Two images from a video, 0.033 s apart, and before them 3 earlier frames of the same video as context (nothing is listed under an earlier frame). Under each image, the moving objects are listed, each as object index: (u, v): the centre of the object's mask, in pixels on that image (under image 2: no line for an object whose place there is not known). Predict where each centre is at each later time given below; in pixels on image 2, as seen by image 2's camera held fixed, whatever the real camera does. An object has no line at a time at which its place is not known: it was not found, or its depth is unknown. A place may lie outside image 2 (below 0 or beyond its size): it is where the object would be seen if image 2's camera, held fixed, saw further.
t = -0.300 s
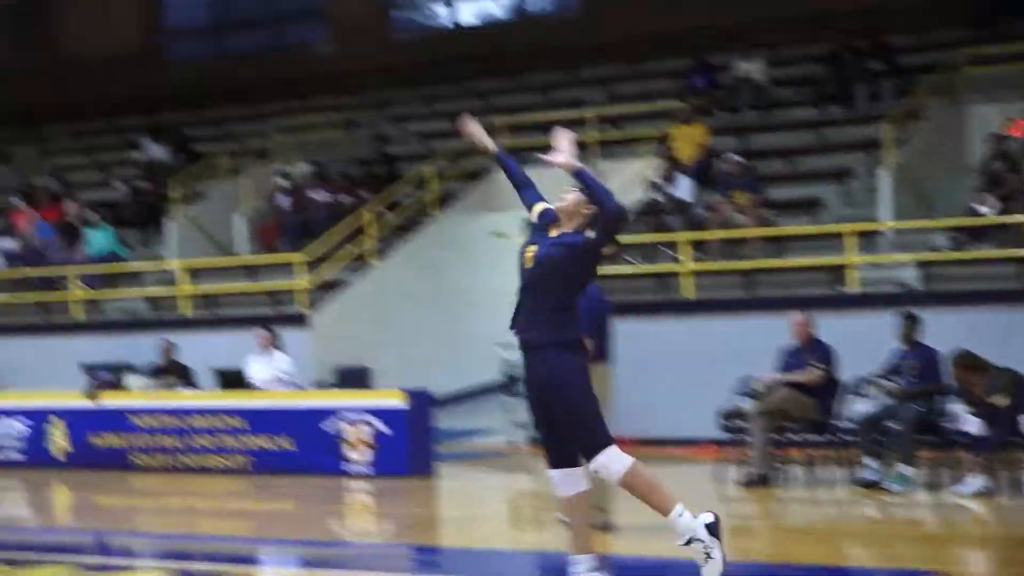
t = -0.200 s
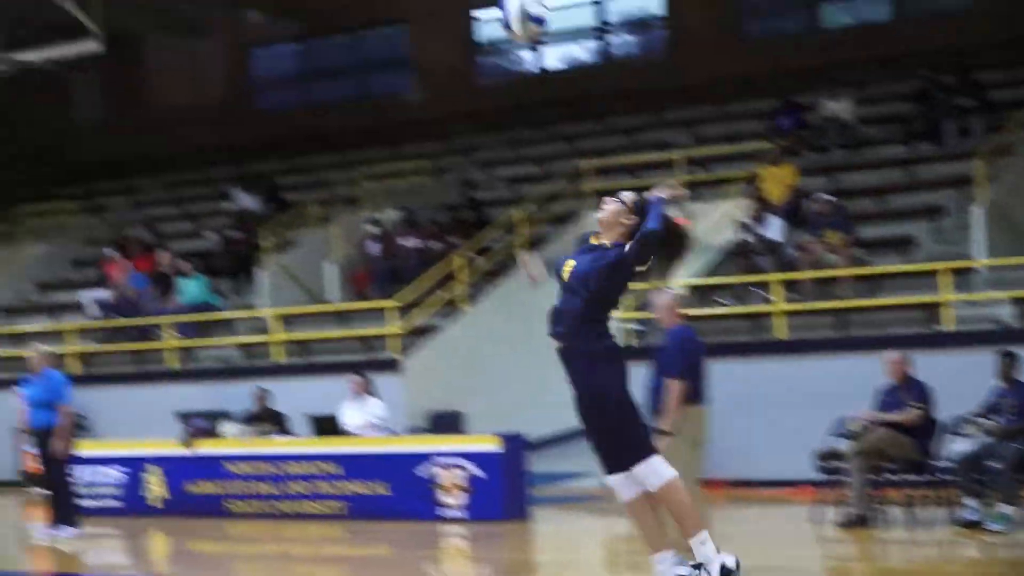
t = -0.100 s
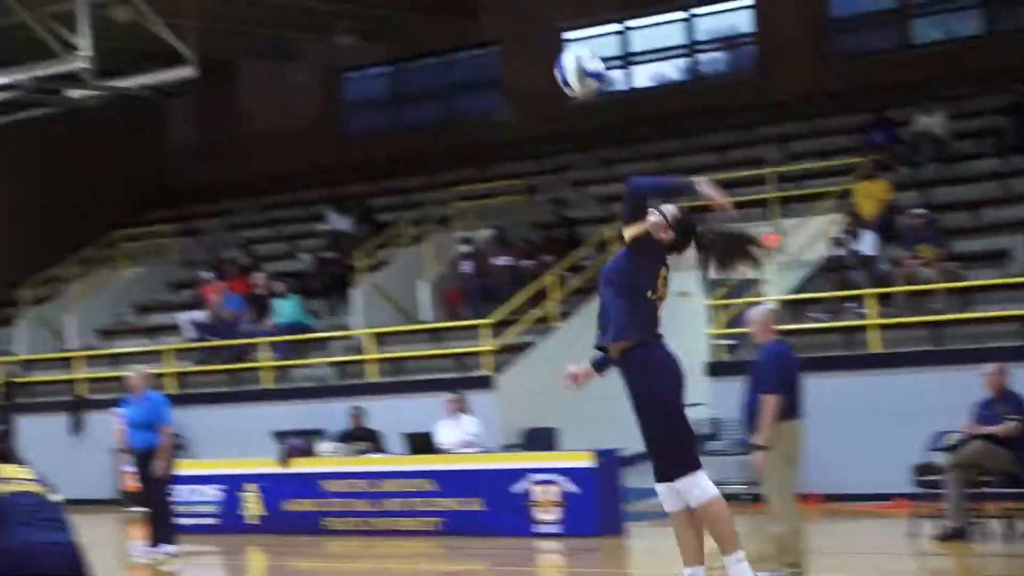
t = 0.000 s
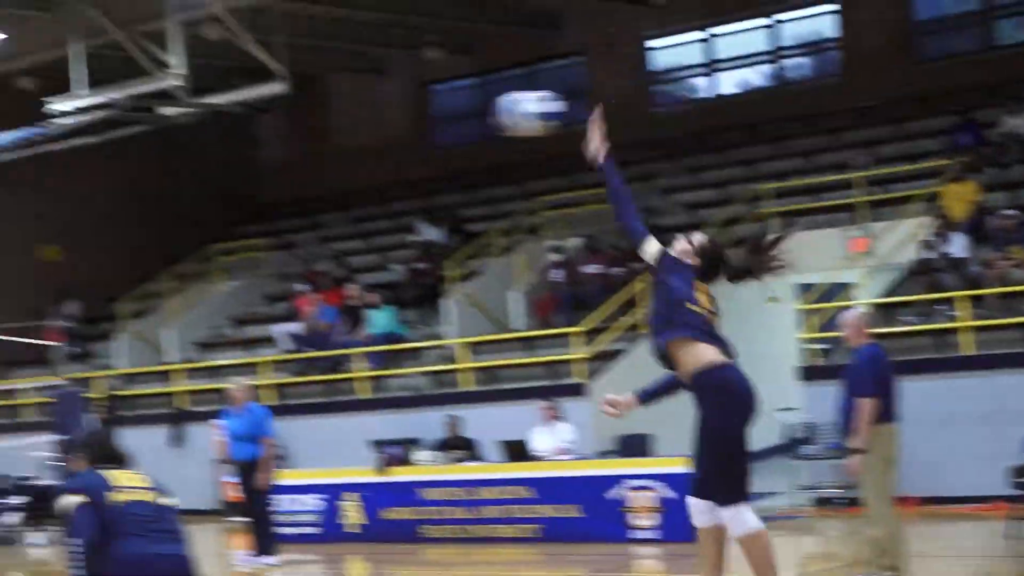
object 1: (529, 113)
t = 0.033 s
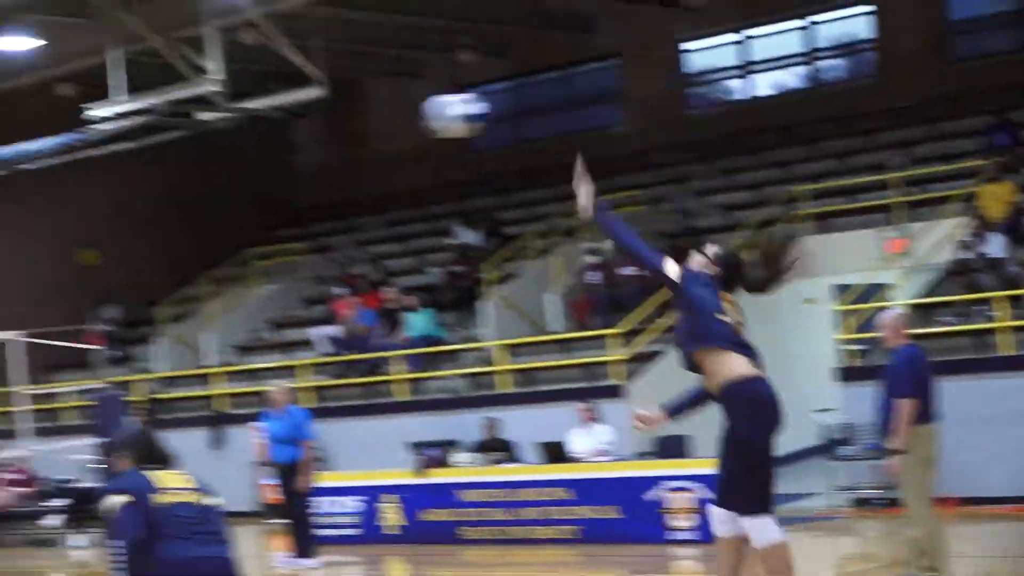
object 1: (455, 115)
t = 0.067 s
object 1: (351, 114)
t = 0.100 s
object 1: (248, 114)
